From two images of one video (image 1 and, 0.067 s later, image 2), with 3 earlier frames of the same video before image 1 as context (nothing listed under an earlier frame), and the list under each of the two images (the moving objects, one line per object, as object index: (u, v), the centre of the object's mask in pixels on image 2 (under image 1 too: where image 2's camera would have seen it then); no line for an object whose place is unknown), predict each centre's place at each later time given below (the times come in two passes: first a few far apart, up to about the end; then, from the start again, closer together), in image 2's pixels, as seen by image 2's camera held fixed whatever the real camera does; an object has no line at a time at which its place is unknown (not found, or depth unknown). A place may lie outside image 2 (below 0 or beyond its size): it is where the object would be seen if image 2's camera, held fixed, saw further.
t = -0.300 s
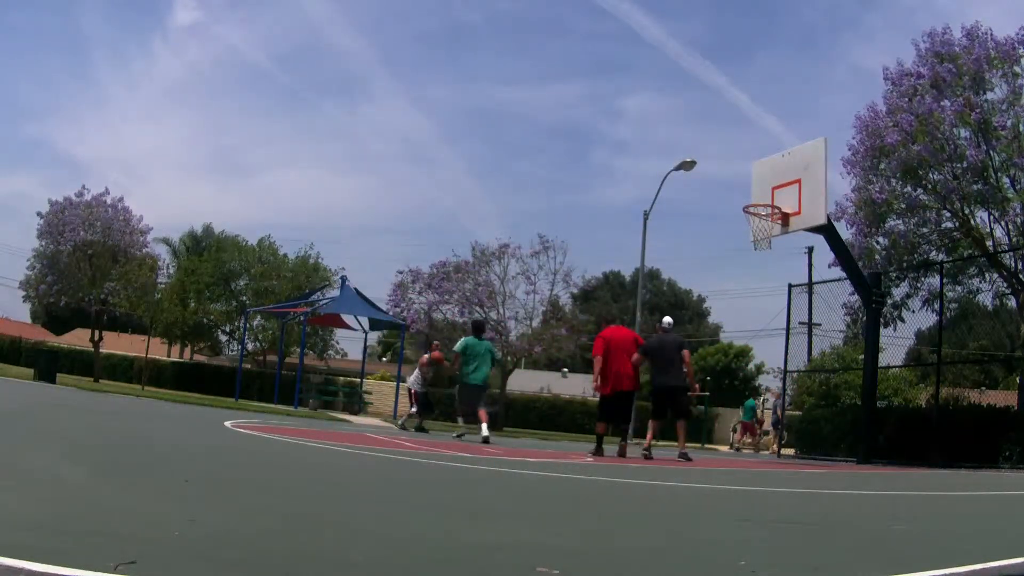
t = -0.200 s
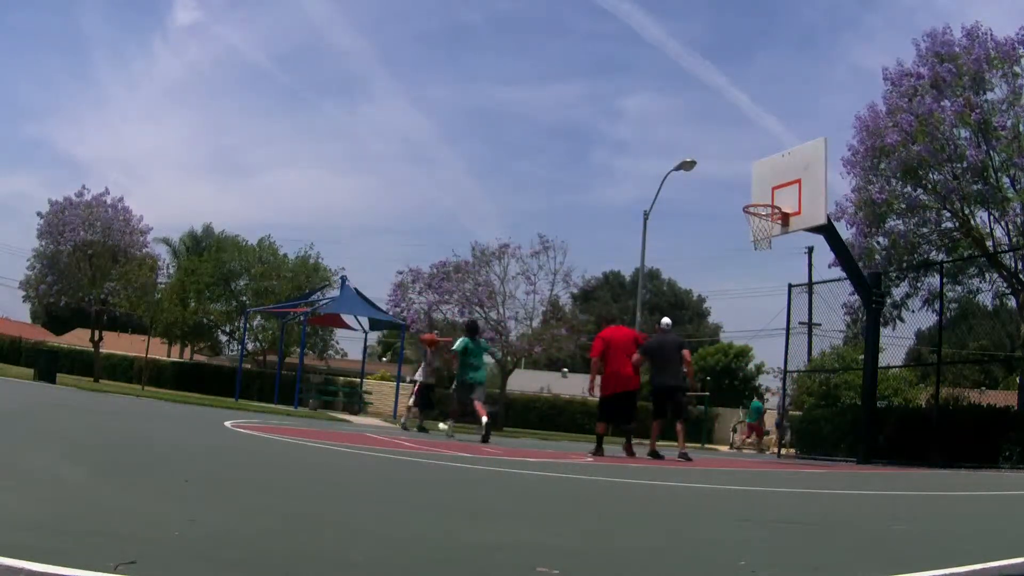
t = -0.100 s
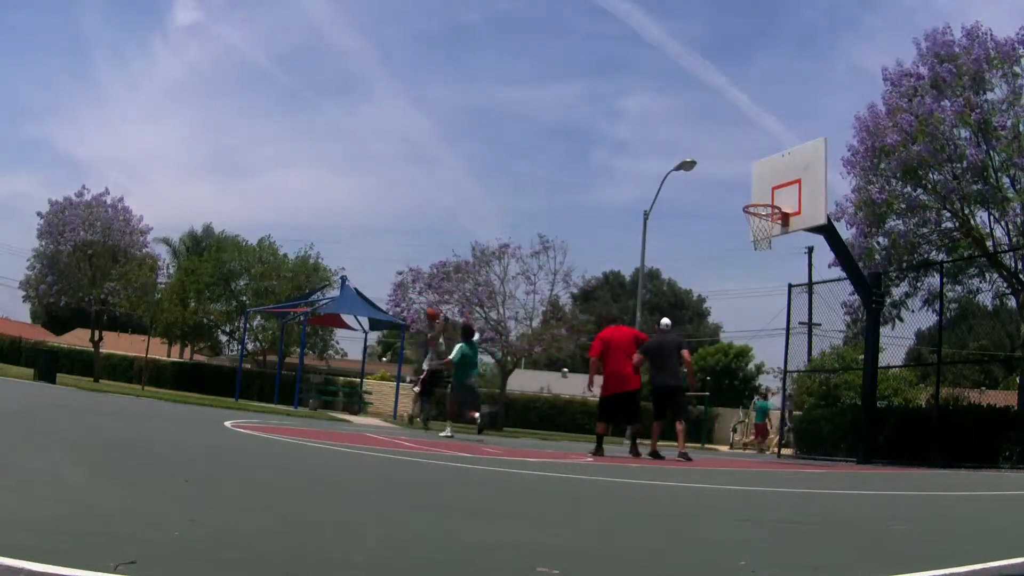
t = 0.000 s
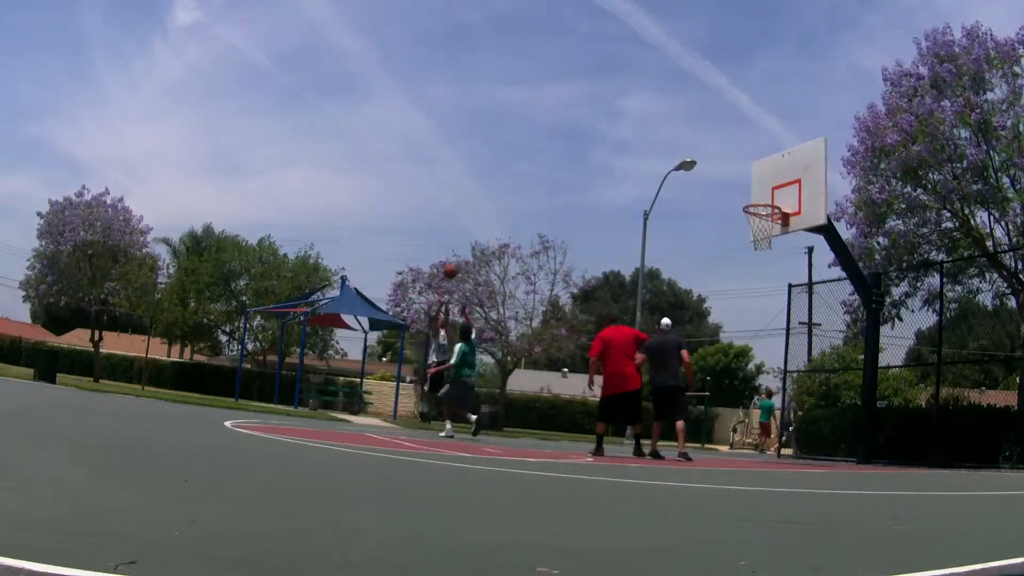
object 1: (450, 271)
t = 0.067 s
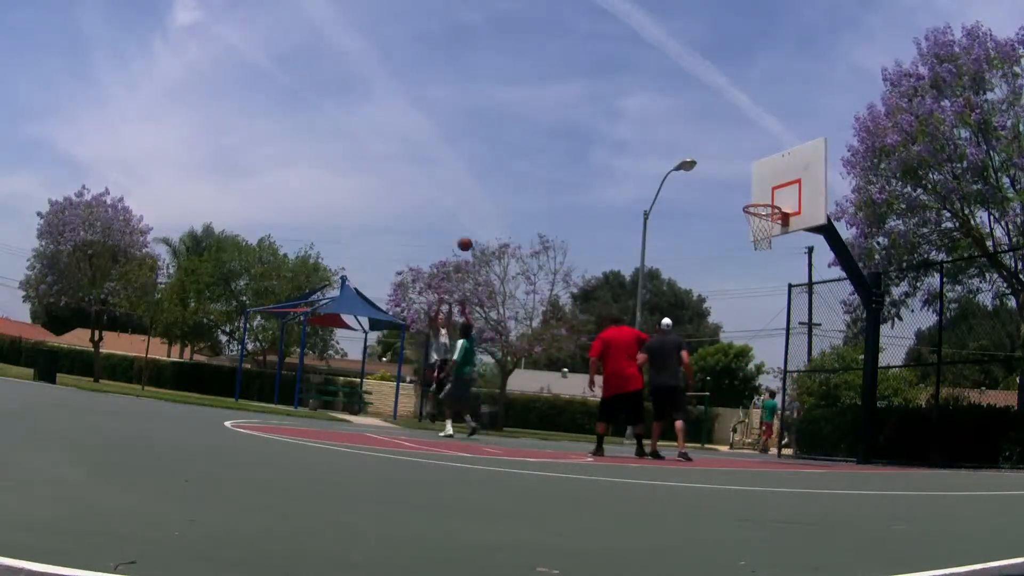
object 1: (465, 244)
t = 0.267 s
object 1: (509, 174)
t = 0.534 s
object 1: (567, 115)
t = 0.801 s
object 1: (626, 95)
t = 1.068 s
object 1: (689, 123)
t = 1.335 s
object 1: (758, 207)
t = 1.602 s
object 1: (788, 233)
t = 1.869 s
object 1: (800, 298)
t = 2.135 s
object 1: (809, 430)
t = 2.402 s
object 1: (808, 362)
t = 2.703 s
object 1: (800, 298)
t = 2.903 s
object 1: (792, 298)
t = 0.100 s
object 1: (472, 231)
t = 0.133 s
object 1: (480, 218)
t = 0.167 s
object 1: (487, 206)
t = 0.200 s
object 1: (494, 195)
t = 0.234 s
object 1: (502, 184)
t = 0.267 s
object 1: (509, 174)
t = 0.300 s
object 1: (516, 165)
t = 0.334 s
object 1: (524, 156)
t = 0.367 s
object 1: (530, 147)
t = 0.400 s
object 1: (538, 140)
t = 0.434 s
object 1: (545, 133)
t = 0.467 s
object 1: (553, 126)
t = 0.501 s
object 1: (560, 120)
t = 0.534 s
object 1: (567, 115)
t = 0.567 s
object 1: (574, 110)
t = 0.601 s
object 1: (582, 106)
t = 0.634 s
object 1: (589, 103)
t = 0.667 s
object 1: (596, 100)
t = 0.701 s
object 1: (604, 98)
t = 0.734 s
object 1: (611, 96)
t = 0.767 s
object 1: (618, 95)
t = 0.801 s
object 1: (626, 95)
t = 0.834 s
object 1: (634, 96)
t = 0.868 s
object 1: (641, 98)
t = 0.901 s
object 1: (649, 100)
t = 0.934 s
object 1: (657, 103)
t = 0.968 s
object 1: (665, 107)
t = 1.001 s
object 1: (672, 111)
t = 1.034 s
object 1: (681, 116)
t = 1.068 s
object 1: (689, 123)
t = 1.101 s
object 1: (697, 130)
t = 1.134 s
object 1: (705, 138)
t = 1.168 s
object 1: (713, 148)
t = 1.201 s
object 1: (722, 158)
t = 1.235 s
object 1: (731, 169)
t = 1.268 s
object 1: (740, 181)
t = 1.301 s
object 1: (748, 194)
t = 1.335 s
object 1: (758, 207)
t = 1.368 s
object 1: (768, 217)
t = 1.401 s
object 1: (776, 223)
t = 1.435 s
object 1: (779, 223)
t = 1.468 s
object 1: (781, 223)
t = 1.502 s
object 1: (782, 224)
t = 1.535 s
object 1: (785, 228)
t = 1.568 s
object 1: (786, 230)
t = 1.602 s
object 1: (788, 233)
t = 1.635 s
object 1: (789, 237)
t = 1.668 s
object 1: (791, 243)
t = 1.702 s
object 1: (793, 249)
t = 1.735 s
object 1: (795, 257)
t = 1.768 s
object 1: (796, 265)
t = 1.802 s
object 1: (798, 275)
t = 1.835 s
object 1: (799, 285)
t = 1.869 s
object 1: (800, 298)
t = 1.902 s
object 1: (801, 309)
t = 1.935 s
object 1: (802, 323)
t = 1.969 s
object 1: (803, 338)
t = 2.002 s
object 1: (805, 354)
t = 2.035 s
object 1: (808, 371)
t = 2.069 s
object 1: (808, 390)
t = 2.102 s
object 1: (808, 408)
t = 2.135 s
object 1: (809, 430)
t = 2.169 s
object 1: (810, 453)
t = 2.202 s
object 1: (809, 448)
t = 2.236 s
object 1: (809, 432)
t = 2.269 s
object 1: (809, 416)
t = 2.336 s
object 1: (809, 387)
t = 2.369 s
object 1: (808, 374)
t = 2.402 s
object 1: (808, 362)
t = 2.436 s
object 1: (807, 351)
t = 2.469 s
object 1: (806, 341)
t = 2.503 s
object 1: (805, 332)
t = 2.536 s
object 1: (804, 324)
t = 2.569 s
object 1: (804, 317)
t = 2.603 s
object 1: (802, 310)
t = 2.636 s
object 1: (801, 304)
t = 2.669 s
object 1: (800, 301)
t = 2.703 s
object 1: (800, 298)
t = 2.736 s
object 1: (799, 295)
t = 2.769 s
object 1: (797, 294)
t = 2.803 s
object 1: (796, 293)
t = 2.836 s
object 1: (795, 294)
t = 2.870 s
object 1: (793, 295)
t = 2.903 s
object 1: (792, 298)
